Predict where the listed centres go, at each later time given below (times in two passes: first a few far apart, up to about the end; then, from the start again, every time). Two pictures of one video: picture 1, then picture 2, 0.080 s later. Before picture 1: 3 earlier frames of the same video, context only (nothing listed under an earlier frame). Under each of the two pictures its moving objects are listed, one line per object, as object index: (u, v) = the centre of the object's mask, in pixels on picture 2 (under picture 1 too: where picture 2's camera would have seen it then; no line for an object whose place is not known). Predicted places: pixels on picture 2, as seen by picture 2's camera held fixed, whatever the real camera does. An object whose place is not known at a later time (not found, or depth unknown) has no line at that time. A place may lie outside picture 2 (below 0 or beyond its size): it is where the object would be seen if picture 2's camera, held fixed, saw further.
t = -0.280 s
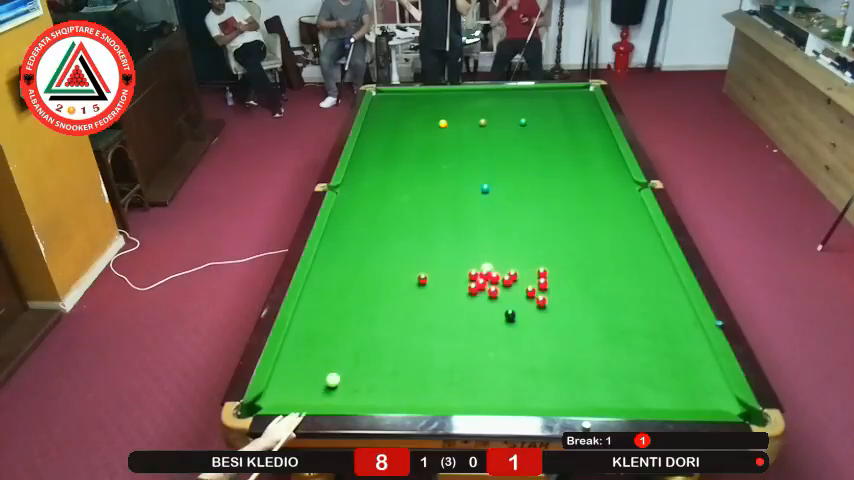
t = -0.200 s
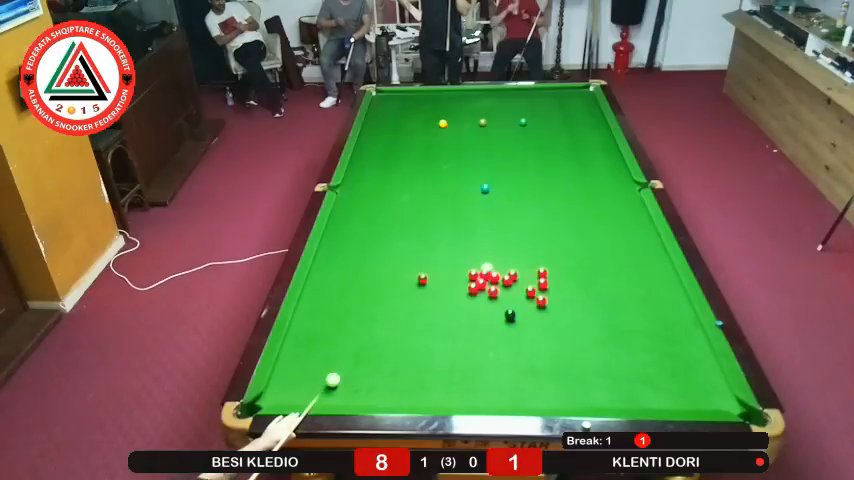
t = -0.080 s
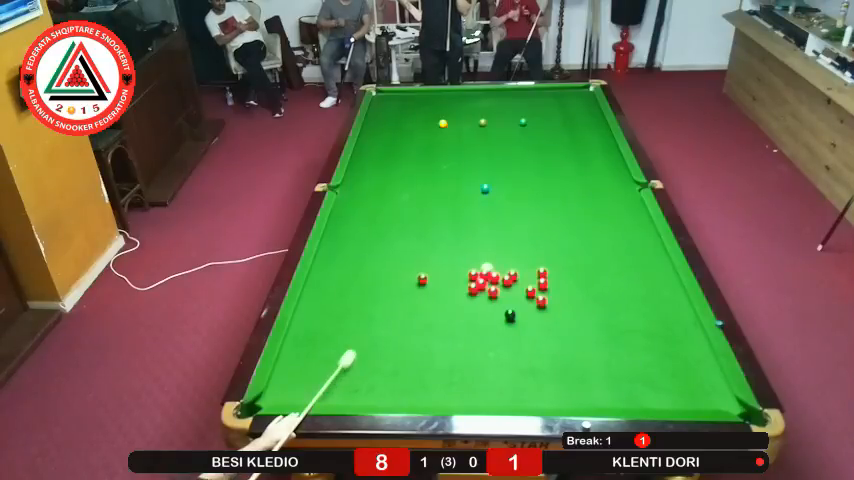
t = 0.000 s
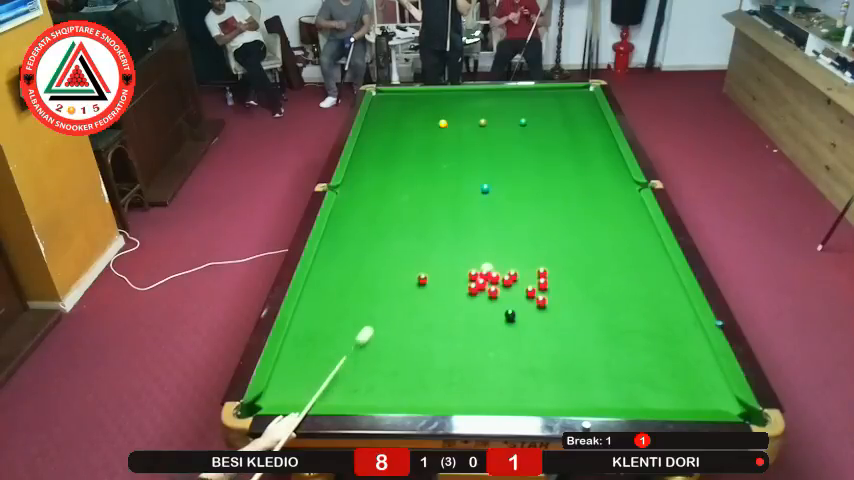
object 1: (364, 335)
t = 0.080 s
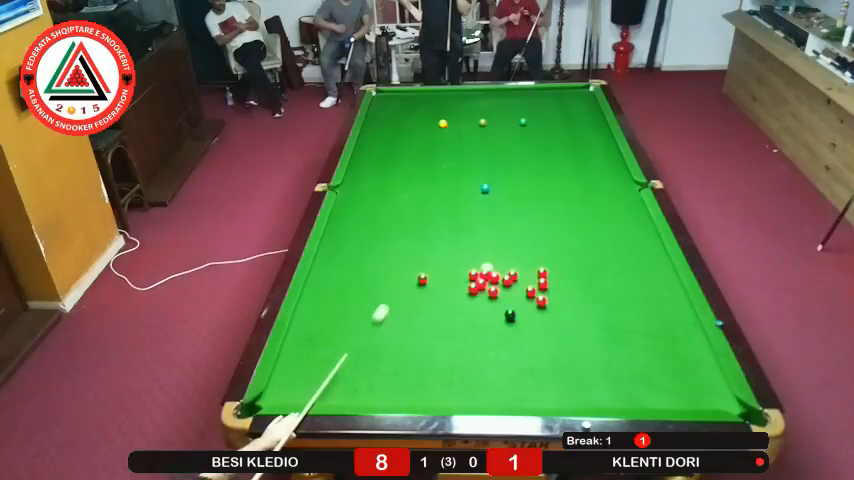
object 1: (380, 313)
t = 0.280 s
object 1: (414, 266)
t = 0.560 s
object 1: (451, 214)
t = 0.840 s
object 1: (481, 174)
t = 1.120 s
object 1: (504, 141)
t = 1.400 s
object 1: (510, 119)
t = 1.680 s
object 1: (497, 105)
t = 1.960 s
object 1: (486, 93)
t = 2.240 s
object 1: (478, 95)
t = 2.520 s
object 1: (471, 102)
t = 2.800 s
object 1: (464, 109)
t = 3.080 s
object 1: (457, 117)
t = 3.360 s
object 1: (450, 124)
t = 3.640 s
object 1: (444, 131)
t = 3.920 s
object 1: (437, 139)
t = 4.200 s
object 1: (431, 146)
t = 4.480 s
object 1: (424, 153)
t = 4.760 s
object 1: (418, 159)
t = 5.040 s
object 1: (412, 166)
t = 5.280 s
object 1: (408, 171)
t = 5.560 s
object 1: (402, 177)
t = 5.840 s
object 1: (397, 182)
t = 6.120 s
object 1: (393, 187)
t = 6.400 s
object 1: (388, 192)
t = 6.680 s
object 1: (384, 196)
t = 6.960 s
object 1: (381, 199)
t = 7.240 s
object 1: (379, 202)
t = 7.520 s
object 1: (377, 204)
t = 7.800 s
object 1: (376, 206)
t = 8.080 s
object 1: (375, 207)
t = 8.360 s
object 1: (374, 207)
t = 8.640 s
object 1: (374, 207)
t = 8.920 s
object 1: (374, 207)
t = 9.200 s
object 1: (374, 208)
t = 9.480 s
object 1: (374, 208)
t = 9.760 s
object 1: (374, 208)
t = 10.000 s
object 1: (374, 208)
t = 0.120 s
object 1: (387, 303)
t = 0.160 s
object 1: (395, 293)
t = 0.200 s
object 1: (401, 284)
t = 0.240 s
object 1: (408, 275)
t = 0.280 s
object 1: (414, 266)
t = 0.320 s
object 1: (420, 258)
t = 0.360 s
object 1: (426, 249)
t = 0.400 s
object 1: (431, 242)
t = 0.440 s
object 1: (436, 235)
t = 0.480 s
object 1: (442, 228)
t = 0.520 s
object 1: (446, 221)
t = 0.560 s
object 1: (451, 214)
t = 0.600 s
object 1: (456, 208)
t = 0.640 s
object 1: (460, 202)
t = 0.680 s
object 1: (465, 196)
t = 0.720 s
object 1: (469, 190)
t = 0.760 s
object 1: (473, 184)
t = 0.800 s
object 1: (477, 179)
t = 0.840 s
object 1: (481, 174)
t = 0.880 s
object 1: (484, 169)
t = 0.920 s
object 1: (488, 164)
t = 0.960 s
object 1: (491, 159)
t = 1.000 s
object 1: (495, 154)
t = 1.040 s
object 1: (498, 150)
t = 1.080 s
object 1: (501, 145)
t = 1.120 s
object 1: (504, 141)
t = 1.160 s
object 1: (507, 137)
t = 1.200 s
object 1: (510, 133)
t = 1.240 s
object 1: (513, 129)
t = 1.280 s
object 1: (515, 125)
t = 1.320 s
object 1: (515, 122)
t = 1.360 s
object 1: (512, 120)
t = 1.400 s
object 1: (510, 119)
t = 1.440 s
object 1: (507, 117)
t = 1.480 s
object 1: (505, 115)
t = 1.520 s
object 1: (504, 113)
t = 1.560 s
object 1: (502, 111)
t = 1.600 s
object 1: (500, 109)
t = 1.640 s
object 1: (499, 107)
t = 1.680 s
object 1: (497, 105)
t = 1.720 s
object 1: (495, 104)
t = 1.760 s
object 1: (494, 102)
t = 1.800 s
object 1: (492, 100)
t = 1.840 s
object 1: (490, 98)
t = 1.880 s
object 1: (489, 96)
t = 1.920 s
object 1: (487, 95)
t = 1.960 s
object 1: (486, 93)
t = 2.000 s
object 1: (484, 92)
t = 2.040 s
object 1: (483, 90)
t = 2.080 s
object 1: (482, 90)
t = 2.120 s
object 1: (481, 91)
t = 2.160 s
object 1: (480, 92)
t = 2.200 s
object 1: (479, 94)
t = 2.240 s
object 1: (478, 95)
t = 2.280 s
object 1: (477, 96)
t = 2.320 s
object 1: (476, 97)
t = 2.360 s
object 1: (475, 98)
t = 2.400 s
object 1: (474, 99)
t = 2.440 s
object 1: (473, 100)
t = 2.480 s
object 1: (472, 101)
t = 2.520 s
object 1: (471, 102)
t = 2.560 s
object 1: (470, 103)
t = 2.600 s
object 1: (469, 104)
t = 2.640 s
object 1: (468, 105)
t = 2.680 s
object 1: (467, 106)
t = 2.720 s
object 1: (466, 107)
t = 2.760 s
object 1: (465, 108)
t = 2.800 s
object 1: (464, 109)
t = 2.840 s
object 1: (463, 111)
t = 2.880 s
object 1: (462, 112)
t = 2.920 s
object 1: (461, 113)
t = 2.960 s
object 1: (460, 114)
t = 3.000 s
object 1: (459, 115)
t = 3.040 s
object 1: (458, 116)
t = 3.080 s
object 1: (457, 117)
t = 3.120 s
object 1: (456, 118)
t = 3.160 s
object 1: (455, 119)
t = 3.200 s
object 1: (454, 120)
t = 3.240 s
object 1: (453, 121)
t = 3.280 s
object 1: (452, 122)
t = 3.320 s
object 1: (451, 123)
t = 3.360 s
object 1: (450, 124)
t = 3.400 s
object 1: (450, 125)
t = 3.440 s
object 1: (449, 126)
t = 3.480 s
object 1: (448, 127)
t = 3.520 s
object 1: (447, 128)
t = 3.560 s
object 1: (446, 129)
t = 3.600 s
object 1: (445, 130)
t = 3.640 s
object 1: (444, 131)
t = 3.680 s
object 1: (443, 132)
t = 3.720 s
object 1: (442, 133)
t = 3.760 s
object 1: (441, 134)
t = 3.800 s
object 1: (440, 136)
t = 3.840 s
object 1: (439, 137)
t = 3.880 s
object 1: (438, 138)
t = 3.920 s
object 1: (437, 139)
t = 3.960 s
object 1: (436, 140)
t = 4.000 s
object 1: (435, 141)
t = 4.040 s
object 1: (434, 142)
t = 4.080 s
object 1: (433, 143)
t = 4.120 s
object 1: (433, 144)
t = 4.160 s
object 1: (432, 145)
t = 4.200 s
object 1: (431, 146)
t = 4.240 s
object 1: (430, 147)
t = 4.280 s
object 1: (429, 148)
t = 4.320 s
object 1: (428, 149)
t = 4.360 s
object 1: (427, 150)
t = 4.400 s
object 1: (426, 151)
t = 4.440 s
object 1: (425, 152)
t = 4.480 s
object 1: (424, 153)
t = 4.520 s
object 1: (423, 154)
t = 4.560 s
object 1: (422, 155)
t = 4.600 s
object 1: (422, 156)
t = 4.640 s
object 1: (421, 157)
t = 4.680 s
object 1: (420, 158)
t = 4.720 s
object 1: (419, 158)
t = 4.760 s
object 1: (418, 159)
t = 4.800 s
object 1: (417, 160)
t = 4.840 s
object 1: (417, 161)
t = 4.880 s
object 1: (416, 162)
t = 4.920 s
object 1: (415, 163)
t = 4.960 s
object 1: (414, 164)
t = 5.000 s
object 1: (413, 165)
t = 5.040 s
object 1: (412, 166)
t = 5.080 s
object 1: (411, 167)
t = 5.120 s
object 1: (411, 168)
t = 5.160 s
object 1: (410, 168)
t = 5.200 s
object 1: (409, 169)
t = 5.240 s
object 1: (408, 170)
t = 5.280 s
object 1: (408, 171)
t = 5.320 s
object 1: (407, 172)
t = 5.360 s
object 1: (406, 173)
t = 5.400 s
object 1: (405, 174)
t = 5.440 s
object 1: (405, 174)
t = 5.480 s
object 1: (404, 175)
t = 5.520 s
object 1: (403, 176)
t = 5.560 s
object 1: (402, 177)
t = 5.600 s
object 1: (402, 178)
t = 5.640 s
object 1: (401, 179)
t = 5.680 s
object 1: (400, 179)
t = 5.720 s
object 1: (399, 180)
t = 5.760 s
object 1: (399, 181)
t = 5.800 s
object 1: (398, 182)
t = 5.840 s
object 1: (397, 182)
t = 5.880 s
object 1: (397, 183)
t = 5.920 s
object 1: (396, 184)
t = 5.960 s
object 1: (395, 185)
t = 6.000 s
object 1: (395, 185)
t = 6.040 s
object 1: (394, 186)
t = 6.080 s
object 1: (393, 187)
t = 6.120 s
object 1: (393, 187)
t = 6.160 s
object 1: (392, 188)
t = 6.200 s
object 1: (391, 189)
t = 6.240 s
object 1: (391, 189)
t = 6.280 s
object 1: (390, 190)
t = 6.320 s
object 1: (389, 191)
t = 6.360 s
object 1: (389, 191)
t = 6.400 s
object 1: (388, 192)
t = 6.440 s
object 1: (388, 193)
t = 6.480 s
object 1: (387, 193)
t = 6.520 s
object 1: (387, 194)
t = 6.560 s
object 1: (386, 194)
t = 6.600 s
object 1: (386, 195)
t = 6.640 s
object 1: (385, 195)
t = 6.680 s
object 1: (384, 196)
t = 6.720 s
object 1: (384, 196)
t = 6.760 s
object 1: (383, 197)
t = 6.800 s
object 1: (383, 197)
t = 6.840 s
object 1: (382, 198)
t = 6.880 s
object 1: (382, 198)
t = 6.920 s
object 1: (382, 199)
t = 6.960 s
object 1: (381, 199)
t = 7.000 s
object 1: (381, 200)
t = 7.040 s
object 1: (380, 200)
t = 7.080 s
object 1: (380, 201)
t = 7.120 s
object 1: (380, 201)
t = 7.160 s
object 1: (379, 201)
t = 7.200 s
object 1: (379, 202)
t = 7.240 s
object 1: (379, 202)
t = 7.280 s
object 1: (379, 202)
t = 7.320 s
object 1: (378, 203)
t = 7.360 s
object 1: (378, 203)
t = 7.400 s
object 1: (378, 203)
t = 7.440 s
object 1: (377, 204)
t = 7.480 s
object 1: (377, 204)
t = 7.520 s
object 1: (377, 204)
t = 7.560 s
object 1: (377, 205)
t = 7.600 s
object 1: (377, 205)
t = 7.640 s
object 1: (376, 205)
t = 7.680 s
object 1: (376, 205)
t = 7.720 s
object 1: (376, 206)
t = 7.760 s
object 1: (376, 206)
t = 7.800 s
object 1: (376, 206)
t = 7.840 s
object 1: (375, 206)
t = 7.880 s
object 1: (375, 206)
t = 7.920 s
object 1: (375, 206)
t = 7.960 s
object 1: (375, 207)
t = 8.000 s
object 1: (375, 207)
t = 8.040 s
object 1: (375, 207)
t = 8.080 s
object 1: (375, 207)
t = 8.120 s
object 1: (375, 207)
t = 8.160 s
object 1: (375, 207)
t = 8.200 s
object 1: (375, 207)
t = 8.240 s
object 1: (375, 207)
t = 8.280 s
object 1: (374, 207)
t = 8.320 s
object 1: (374, 207)
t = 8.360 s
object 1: (374, 207)
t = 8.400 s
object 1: (374, 207)
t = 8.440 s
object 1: (374, 207)
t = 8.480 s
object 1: (374, 207)
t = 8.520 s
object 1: (374, 207)
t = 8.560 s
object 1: (374, 207)
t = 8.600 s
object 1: (374, 207)
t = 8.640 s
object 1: (374, 207)
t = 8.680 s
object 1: (374, 207)
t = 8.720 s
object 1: (374, 207)
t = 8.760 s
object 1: (374, 207)
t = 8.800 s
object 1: (374, 207)
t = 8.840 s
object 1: (374, 207)
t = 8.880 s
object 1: (374, 208)
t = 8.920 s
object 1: (374, 207)
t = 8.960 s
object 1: (374, 208)
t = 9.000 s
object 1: (374, 208)
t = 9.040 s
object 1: (374, 207)
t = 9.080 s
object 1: (374, 208)
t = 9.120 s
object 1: (374, 208)
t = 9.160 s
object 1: (374, 208)
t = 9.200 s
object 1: (374, 208)
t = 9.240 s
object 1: (374, 208)
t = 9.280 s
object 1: (374, 208)
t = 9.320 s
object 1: (374, 208)
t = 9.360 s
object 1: (374, 207)
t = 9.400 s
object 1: (374, 208)
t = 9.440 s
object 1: (374, 207)
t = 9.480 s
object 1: (374, 208)
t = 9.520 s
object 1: (374, 208)
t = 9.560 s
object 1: (374, 208)
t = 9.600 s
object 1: (374, 208)
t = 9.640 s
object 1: (374, 208)
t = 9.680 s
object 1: (374, 208)
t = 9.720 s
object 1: (374, 208)
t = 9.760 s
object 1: (374, 208)
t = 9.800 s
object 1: (374, 208)
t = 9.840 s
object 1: (374, 208)
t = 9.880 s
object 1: (374, 208)
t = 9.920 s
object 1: (374, 208)
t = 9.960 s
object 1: (374, 208)
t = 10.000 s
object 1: (374, 208)
